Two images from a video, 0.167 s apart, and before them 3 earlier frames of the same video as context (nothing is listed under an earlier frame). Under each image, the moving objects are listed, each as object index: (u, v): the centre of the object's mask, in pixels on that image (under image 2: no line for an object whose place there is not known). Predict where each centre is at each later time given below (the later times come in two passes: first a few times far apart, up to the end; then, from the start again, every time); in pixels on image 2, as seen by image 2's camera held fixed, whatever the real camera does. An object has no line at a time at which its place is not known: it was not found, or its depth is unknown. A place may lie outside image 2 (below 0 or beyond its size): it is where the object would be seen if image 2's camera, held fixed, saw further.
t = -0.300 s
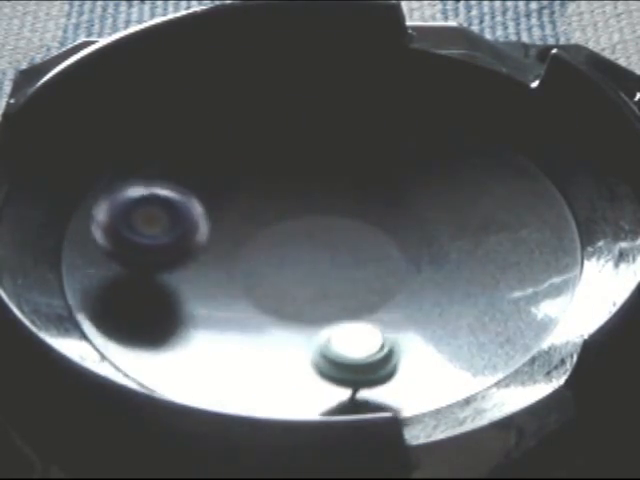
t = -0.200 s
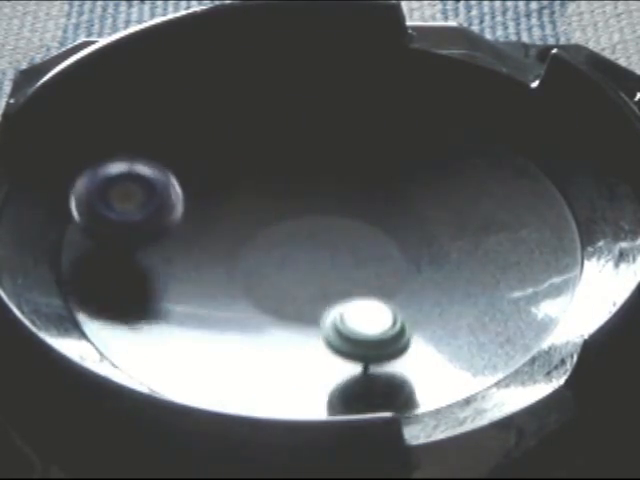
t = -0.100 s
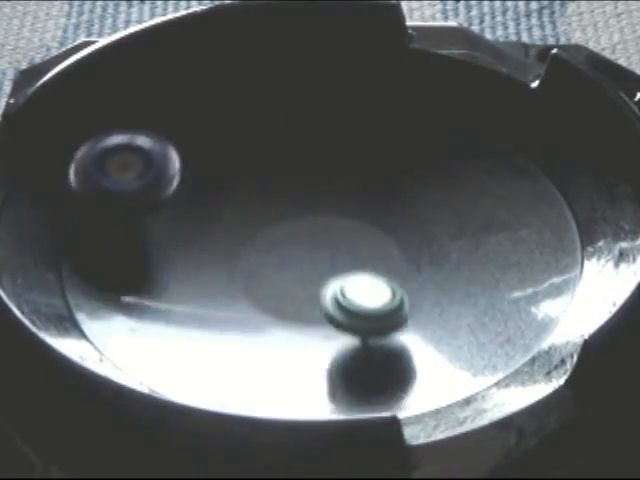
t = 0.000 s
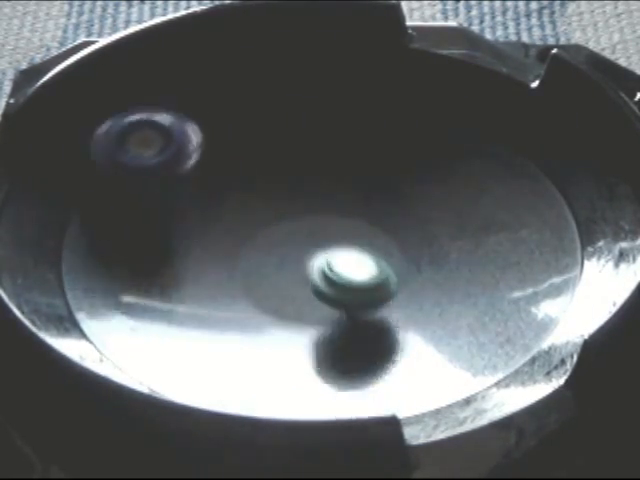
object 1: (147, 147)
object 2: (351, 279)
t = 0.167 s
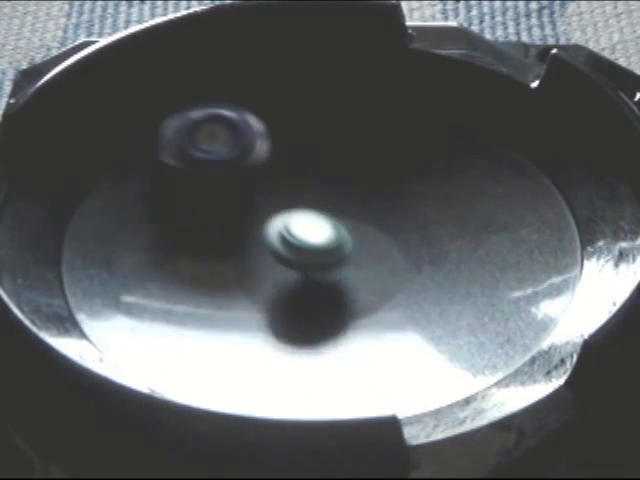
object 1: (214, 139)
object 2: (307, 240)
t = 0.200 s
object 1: (226, 147)
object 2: (299, 233)
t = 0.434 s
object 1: (298, 164)
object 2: (307, 262)
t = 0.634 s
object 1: (383, 176)
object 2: (296, 241)
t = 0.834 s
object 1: (426, 144)
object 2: (286, 209)
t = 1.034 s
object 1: (395, 147)
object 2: (268, 186)
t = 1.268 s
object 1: (372, 222)
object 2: (234, 183)
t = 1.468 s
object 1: (437, 274)
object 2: (236, 205)
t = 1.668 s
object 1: (488, 251)
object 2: (268, 216)
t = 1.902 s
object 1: (412, 235)
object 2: (277, 194)
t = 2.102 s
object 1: (422, 276)
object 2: (204, 173)
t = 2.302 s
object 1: (412, 289)
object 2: (208, 212)
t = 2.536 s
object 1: (354, 285)
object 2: (249, 249)
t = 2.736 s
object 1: (349, 302)
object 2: (250, 233)
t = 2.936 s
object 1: (356, 286)
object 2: (274, 238)
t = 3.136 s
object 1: (384, 282)
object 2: (235, 186)
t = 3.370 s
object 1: (356, 250)
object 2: (217, 206)
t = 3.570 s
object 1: (302, 254)
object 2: (216, 220)
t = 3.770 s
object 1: (312, 284)
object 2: (230, 234)
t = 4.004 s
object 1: (371, 275)
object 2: (270, 234)
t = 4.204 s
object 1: (394, 251)
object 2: (289, 211)
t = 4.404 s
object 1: (424, 234)
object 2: (314, 196)
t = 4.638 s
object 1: (416, 216)
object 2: (324, 185)
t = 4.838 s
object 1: (387, 234)
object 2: (314, 188)
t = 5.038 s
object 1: (360, 267)
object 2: (329, 197)
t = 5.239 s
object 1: (343, 293)
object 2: (344, 209)
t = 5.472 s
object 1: (352, 287)
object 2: (357, 220)
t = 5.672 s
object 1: (327, 301)
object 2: (366, 193)
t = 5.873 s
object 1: (309, 291)
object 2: (348, 191)
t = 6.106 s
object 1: (268, 260)
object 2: (342, 199)
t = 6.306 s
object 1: (232, 232)
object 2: (335, 209)
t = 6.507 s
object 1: (220, 223)
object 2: (325, 221)
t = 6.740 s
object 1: (209, 232)
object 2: (354, 231)
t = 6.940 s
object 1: (248, 223)
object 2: (384, 241)
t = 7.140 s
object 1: (248, 199)
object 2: (415, 240)
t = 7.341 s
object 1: (263, 196)
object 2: (416, 232)
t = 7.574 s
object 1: (314, 183)
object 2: (395, 232)
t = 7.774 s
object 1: (314, 171)
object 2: (376, 245)
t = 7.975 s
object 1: (318, 186)
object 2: (351, 255)
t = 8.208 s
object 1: (339, 155)
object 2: (287, 279)
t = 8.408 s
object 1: (325, 145)
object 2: (261, 265)
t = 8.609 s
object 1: (323, 184)
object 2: (247, 246)
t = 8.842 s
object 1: (385, 213)
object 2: (225, 238)
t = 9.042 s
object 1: (421, 231)
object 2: (238, 235)
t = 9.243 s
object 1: (425, 243)
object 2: (261, 223)
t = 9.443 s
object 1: (386, 257)
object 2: (290, 215)
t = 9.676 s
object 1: (326, 278)
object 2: (327, 209)
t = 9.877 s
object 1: (277, 283)
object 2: (358, 216)
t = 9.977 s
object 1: (264, 283)
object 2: (371, 221)
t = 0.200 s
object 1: (226, 147)
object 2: (299, 233)
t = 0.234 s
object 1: (238, 153)
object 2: (293, 228)
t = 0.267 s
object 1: (245, 151)
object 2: (294, 232)
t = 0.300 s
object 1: (252, 149)
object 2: (297, 241)
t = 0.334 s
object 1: (262, 150)
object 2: (300, 249)
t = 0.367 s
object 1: (273, 154)
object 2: (303, 256)
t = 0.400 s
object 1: (285, 158)
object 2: (305, 260)
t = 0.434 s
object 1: (298, 164)
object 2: (307, 262)
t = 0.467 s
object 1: (312, 173)
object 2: (308, 261)
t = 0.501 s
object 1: (327, 177)
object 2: (308, 259)
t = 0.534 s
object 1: (340, 179)
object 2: (307, 254)
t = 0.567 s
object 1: (355, 180)
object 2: (303, 252)
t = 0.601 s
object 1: (369, 179)
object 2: (299, 246)
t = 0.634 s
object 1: (383, 176)
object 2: (296, 241)
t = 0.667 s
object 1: (395, 172)
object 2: (295, 235)
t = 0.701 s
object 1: (406, 167)
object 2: (293, 229)
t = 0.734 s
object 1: (415, 162)
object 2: (291, 224)
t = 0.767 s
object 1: (421, 154)
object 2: (290, 219)
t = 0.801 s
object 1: (425, 150)
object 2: (288, 214)
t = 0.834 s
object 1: (426, 144)
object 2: (286, 209)
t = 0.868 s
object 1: (425, 141)
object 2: (283, 203)
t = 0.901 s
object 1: (423, 138)
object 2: (282, 198)
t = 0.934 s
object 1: (418, 136)
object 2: (281, 194)
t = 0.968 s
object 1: (411, 138)
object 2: (277, 191)
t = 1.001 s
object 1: (403, 140)
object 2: (273, 188)
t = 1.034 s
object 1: (395, 147)
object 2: (268, 186)
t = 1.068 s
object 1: (386, 157)
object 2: (263, 184)
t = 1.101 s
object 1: (379, 169)
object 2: (258, 182)
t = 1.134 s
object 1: (373, 178)
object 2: (253, 183)
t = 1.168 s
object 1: (369, 189)
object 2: (248, 181)
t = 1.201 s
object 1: (366, 200)
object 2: (243, 181)
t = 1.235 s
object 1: (367, 211)
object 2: (239, 181)
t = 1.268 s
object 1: (372, 222)
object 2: (234, 183)
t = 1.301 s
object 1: (378, 233)
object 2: (232, 188)
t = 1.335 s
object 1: (388, 246)
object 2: (232, 191)
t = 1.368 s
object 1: (399, 258)
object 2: (230, 194)
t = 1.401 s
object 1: (412, 265)
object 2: (230, 198)
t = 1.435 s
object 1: (423, 271)
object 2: (233, 202)
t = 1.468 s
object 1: (437, 274)
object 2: (236, 205)
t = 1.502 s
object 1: (450, 275)
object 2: (238, 208)
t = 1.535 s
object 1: (463, 274)
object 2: (242, 212)
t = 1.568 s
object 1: (473, 270)
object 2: (248, 216)
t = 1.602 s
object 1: (481, 266)
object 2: (254, 217)
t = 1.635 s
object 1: (487, 259)
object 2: (261, 216)
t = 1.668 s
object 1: (488, 251)
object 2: (268, 216)
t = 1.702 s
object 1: (484, 243)
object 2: (276, 215)
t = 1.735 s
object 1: (474, 236)
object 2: (284, 215)
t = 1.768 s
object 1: (460, 230)
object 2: (292, 215)
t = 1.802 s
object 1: (443, 227)
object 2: (299, 215)
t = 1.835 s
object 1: (421, 225)
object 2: (306, 213)
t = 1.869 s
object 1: (408, 227)
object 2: (303, 208)
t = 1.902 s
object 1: (412, 235)
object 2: (277, 194)
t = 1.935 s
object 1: (416, 245)
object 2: (253, 180)
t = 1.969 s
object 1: (419, 253)
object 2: (234, 173)
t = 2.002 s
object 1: (421, 260)
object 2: (220, 167)
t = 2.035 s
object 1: (421, 266)
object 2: (212, 163)
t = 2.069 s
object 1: (422, 272)
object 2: (207, 166)
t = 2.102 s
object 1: (422, 276)
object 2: (204, 173)
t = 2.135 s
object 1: (421, 280)
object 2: (203, 177)
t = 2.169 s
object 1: (421, 282)
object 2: (201, 186)
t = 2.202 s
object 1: (420, 285)
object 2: (203, 192)
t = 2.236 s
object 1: (418, 287)
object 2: (204, 199)
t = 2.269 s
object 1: (416, 288)
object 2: (205, 206)
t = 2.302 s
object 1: (412, 289)
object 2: (208, 212)
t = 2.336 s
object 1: (408, 289)
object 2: (212, 219)
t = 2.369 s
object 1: (401, 289)
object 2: (217, 225)
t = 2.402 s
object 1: (394, 288)
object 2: (222, 231)
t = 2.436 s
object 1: (385, 287)
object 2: (228, 237)
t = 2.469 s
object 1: (375, 286)
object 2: (235, 242)
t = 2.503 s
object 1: (365, 285)
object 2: (242, 246)
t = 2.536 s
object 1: (354, 285)
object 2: (249, 249)
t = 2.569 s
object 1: (344, 284)
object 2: (255, 250)
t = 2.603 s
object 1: (343, 288)
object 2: (251, 244)
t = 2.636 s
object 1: (345, 293)
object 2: (247, 237)
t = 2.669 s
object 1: (346, 297)
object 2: (246, 234)
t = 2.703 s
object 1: (348, 300)
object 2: (247, 233)
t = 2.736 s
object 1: (349, 302)
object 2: (250, 233)
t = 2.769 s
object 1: (351, 303)
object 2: (254, 234)
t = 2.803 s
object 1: (354, 302)
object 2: (257, 235)
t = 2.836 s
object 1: (356, 300)
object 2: (262, 235)
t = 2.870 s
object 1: (357, 297)
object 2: (266, 236)
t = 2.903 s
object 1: (357, 292)
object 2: (270, 237)
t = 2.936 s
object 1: (356, 286)
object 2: (274, 238)
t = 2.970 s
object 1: (354, 280)
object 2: (276, 237)
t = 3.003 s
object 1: (360, 283)
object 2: (266, 225)
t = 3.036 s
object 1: (368, 286)
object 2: (253, 211)
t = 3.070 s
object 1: (375, 286)
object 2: (245, 200)
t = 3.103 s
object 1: (380, 284)
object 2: (239, 192)
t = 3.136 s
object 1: (384, 282)
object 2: (235, 186)
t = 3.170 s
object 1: (386, 278)
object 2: (231, 186)
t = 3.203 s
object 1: (386, 273)
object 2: (228, 189)
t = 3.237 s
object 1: (383, 267)
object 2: (224, 191)
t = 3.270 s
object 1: (378, 261)
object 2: (220, 195)
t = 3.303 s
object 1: (372, 256)
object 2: (219, 199)
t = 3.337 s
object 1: (365, 253)
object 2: (217, 202)
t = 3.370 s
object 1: (356, 250)
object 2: (217, 206)
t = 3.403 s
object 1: (346, 248)
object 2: (217, 210)
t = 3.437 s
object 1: (335, 247)
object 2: (218, 214)
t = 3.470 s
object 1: (323, 247)
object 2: (221, 218)
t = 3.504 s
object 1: (314, 248)
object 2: (220, 220)
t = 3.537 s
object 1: (308, 252)
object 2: (216, 219)
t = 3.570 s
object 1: (302, 254)
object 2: (216, 220)
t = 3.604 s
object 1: (301, 259)
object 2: (216, 221)
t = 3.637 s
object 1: (301, 265)
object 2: (217, 222)
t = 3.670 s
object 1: (303, 270)
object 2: (220, 226)
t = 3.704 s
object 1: (306, 275)
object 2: (223, 229)
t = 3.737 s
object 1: (309, 280)
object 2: (226, 232)
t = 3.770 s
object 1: (312, 284)
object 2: (230, 234)
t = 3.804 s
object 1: (317, 287)
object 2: (235, 236)
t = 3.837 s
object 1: (324, 288)
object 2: (240, 237)
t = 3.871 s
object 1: (333, 288)
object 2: (246, 237)
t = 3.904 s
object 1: (343, 287)
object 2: (252, 236)
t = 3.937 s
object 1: (353, 284)
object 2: (258, 235)
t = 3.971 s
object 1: (363, 280)
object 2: (263, 235)
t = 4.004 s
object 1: (371, 275)
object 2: (270, 234)
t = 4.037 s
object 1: (377, 268)
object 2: (275, 232)
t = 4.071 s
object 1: (381, 262)
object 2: (281, 231)
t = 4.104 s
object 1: (381, 256)
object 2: (287, 229)
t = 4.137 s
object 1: (380, 250)
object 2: (292, 229)
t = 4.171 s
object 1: (386, 249)
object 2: (291, 220)
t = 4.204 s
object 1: (394, 251)
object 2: (289, 211)
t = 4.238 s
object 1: (403, 252)
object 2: (289, 205)
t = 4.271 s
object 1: (409, 250)
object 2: (292, 201)
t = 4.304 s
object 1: (415, 247)
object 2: (297, 199)
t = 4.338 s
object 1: (420, 244)
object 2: (303, 198)
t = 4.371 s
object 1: (422, 239)
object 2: (308, 197)
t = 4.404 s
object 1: (424, 234)
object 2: (314, 196)
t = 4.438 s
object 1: (423, 227)
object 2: (318, 195)
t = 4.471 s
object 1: (419, 222)
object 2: (324, 196)
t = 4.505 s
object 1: (417, 218)
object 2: (326, 194)
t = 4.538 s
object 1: (416, 216)
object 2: (325, 190)
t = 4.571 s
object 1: (416, 215)
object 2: (326, 189)
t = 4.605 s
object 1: (417, 216)
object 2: (325, 186)
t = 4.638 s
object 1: (416, 216)
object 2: (324, 185)
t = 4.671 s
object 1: (414, 218)
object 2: (322, 185)
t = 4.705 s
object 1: (409, 220)
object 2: (320, 185)
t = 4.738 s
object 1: (403, 223)
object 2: (317, 186)
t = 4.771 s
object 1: (397, 226)
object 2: (314, 186)
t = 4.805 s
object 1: (392, 230)
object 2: (313, 187)
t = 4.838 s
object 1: (387, 234)
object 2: (314, 188)
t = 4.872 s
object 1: (383, 239)
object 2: (315, 189)
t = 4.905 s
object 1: (378, 245)
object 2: (317, 190)
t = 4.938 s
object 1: (374, 251)
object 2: (321, 192)
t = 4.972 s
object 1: (369, 256)
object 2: (324, 193)
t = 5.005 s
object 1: (364, 262)
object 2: (326, 195)
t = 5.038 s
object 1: (360, 267)
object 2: (329, 197)
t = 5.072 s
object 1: (354, 273)
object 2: (330, 199)
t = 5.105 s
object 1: (350, 278)
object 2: (334, 201)
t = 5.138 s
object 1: (346, 284)
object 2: (336, 203)
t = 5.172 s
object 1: (343, 289)
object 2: (339, 205)
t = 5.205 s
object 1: (342, 291)
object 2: (341, 207)
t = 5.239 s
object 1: (343, 293)
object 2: (344, 209)
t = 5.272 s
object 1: (344, 295)
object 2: (346, 211)
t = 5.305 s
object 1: (346, 296)
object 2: (348, 213)
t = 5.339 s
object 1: (348, 295)
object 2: (350, 215)
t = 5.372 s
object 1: (349, 294)
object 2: (353, 217)
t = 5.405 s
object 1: (351, 292)
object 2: (354, 219)
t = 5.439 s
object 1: (352, 290)
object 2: (355, 220)
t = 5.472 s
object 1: (352, 287)
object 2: (357, 220)
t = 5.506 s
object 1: (347, 288)
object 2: (361, 216)
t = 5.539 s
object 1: (342, 292)
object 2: (365, 207)
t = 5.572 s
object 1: (337, 295)
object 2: (368, 200)
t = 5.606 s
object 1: (333, 298)
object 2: (369, 197)
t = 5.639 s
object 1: (330, 300)
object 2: (369, 194)
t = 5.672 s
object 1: (327, 301)
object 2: (366, 193)
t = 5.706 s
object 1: (324, 301)
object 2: (362, 192)
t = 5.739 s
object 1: (322, 300)
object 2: (359, 191)
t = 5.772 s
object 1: (319, 299)
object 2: (356, 191)
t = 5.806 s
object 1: (316, 297)
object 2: (354, 191)
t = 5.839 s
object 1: (313, 294)
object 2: (351, 191)
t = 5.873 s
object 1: (309, 291)
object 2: (348, 191)
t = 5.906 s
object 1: (305, 286)
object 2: (347, 192)
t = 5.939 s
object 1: (301, 282)
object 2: (346, 193)
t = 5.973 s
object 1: (294, 277)
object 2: (346, 194)
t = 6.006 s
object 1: (288, 273)
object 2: (345, 195)
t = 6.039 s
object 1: (282, 268)
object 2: (344, 197)
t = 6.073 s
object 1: (275, 264)
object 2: (343, 198)
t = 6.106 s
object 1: (268, 260)
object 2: (342, 199)
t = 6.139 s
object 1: (262, 255)
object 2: (341, 201)
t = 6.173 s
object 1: (256, 251)
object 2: (340, 203)
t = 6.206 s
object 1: (249, 246)
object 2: (339, 204)
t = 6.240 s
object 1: (242, 241)
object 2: (337, 206)
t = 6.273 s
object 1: (237, 236)
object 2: (336, 208)
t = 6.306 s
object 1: (232, 232)
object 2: (335, 209)
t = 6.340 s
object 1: (228, 229)
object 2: (334, 211)
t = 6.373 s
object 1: (225, 227)
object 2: (333, 213)
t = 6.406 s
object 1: (223, 225)
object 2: (331, 215)
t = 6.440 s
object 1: (221, 224)
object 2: (330, 217)
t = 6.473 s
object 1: (220, 224)
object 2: (328, 219)
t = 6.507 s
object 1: (220, 223)
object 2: (325, 221)
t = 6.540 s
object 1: (219, 223)
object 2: (326, 223)
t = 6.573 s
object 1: (211, 223)
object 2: (336, 224)
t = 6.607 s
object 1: (205, 223)
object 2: (344, 225)
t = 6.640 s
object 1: (202, 224)
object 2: (348, 227)
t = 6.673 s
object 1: (201, 227)
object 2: (350, 228)
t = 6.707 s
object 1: (204, 229)
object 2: (352, 230)
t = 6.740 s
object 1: (209, 232)
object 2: (354, 231)
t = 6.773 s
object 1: (218, 234)
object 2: (355, 232)
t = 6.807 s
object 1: (228, 236)
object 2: (356, 234)
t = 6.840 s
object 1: (239, 235)
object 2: (357, 236)
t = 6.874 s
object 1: (250, 233)
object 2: (358, 237)
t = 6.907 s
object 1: (250, 228)
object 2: (368, 238)
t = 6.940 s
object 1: (248, 223)
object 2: (384, 241)
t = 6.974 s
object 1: (247, 218)
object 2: (396, 243)
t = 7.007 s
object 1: (247, 213)
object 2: (403, 245)
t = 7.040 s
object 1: (247, 209)
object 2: (406, 244)
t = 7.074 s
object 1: (248, 204)
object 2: (410, 243)
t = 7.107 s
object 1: (248, 201)
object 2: (413, 241)
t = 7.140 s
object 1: (248, 199)
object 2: (415, 240)
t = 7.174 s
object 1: (248, 198)
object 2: (417, 238)
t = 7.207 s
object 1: (249, 197)
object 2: (419, 237)
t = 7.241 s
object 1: (251, 197)
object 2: (419, 235)
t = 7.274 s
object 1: (254, 197)
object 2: (419, 234)
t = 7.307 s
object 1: (259, 197)
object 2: (417, 233)
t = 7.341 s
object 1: (263, 196)
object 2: (416, 232)
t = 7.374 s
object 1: (270, 195)
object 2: (414, 231)
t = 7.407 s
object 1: (277, 193)
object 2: (411, 230)
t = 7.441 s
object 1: (285, 191)
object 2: (407, 229)
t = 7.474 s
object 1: (292, 189)
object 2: (404, 229)
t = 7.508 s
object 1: (299, 187)
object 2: (400, 229)
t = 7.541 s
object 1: (307, 185)
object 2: (397, 230)
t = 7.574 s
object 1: (314, 183)
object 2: (395, 232)
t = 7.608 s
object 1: (317, 180)
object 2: (394, 235)
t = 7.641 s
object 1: (320, 177)
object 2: (391, 238)
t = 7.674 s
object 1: (320, 174)
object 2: (387, 240)
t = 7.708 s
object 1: (319, 171)
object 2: (383, 242)
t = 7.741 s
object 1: (317, 171)
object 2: (380, 243)
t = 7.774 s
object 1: (314, 171)
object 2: (376, 245)
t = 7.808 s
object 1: (312, 172)
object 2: (371, 247)
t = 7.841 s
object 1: (310, 174)
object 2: (368, 248)
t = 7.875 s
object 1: (309, 178)
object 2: (364, 249)
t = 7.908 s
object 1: (309, 182)
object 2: (359, 251)
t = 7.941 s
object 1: (313, 185)
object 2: (355, 252)
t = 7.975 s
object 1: (318, 186)
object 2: (351, 255)
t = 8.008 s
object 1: (326, 183)
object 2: (340, 262)
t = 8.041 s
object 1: (331, 180)
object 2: (329, 272)
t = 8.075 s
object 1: (335, 176)
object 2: (318, 279)
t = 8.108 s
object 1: (338, 172)
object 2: (308, 282)
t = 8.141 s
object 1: (339, 165)
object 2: (299, 282)
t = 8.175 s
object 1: (339, 159)
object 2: (293, 281)
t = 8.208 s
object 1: (339, 155)
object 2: (287, 279)
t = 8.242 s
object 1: (338, 150)
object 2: (282, 277)
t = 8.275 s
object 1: (336, 148)
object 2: (277, 275)
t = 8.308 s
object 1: (334, 144)
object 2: (273, 272)
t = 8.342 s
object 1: (331, 144)
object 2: (268, 270)
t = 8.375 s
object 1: (328, 144)
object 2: (264, 267)
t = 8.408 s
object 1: (325, 145)
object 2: (261, 265)
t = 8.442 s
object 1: (322, 149)
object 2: (258, 261)
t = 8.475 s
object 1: (320, 154)
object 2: (255, 259)
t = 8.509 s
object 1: (319, 161)
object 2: (253, 256)
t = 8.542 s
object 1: (319, 167)
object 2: (251, 253)
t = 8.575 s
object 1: (320, 177)
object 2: (249, 249)
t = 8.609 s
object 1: (323, 184)
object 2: (247, 246)
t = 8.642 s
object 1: (327, 190)
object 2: (245, 243)
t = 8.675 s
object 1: (336, 195)
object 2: (241, 240)
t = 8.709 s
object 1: (348, 197)
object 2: (231, 240)
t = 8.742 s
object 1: (358, 201)
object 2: (227, 239)
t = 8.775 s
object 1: (368, 205)
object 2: (225, 239)
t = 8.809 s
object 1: (377, 209)
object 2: (225, 238)
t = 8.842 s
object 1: (385, 213)
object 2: (225, 238)
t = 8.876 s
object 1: (393, 216)
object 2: (225, 237)
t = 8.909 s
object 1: (400, 220)
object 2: (227, 237)
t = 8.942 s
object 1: (407, 224)
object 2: (229, 236)
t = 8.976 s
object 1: (413, 226)
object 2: (231, 236)
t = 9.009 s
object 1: (417, 229)
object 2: (235, 236)
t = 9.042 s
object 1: (421, 231)
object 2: (238, 235)
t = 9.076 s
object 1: (425, 233)
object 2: (241, 234)
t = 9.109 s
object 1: (427, 235)
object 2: (244, 232)
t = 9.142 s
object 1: (429, 237)
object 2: (247, 229)
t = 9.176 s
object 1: (429, 239)
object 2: (251, 227)
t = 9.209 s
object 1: (428, 241)
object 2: (256, 226)
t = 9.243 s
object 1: (425, 243)
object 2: (261, 223)
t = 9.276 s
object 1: (421, 245)
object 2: (265, 222)
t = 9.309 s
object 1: (415, 248)
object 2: (270, 220)
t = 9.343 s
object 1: (408, 250)
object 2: (275, 219)
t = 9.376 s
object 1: (401, 252)
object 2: (280, 217)
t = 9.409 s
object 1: (393, 255)
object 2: (285, 216)
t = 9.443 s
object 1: (386, 257)
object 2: (290, 215)
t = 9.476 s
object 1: (378, 260)
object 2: (295, 215)
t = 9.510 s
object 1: (369, 263)
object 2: (300, 213)
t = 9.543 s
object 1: (361, 267)
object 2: (304, 211)
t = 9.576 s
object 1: (351, 271)
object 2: (310, 209)
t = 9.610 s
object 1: (342, 274)
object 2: (315, 208)
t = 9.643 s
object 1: (334, 276)
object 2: (321, 208)
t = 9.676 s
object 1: (326, 278)
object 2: (327, 209)
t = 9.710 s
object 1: (318, 280)
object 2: (332, 210)
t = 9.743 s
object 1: (309, 281)
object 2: (338, 211)
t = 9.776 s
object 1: (299, 282)
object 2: (343, 212)
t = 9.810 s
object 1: (291, 282)
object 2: (348, 214)
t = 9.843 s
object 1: (283, 283)
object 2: (353, 215)
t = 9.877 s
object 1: (277, 283)
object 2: (358, 216)
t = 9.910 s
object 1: (272, 283)
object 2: (362, 217)
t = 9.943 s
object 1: (267, 283)
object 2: (367, 219)
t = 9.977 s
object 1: (264, 283)
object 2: (371, 221)
